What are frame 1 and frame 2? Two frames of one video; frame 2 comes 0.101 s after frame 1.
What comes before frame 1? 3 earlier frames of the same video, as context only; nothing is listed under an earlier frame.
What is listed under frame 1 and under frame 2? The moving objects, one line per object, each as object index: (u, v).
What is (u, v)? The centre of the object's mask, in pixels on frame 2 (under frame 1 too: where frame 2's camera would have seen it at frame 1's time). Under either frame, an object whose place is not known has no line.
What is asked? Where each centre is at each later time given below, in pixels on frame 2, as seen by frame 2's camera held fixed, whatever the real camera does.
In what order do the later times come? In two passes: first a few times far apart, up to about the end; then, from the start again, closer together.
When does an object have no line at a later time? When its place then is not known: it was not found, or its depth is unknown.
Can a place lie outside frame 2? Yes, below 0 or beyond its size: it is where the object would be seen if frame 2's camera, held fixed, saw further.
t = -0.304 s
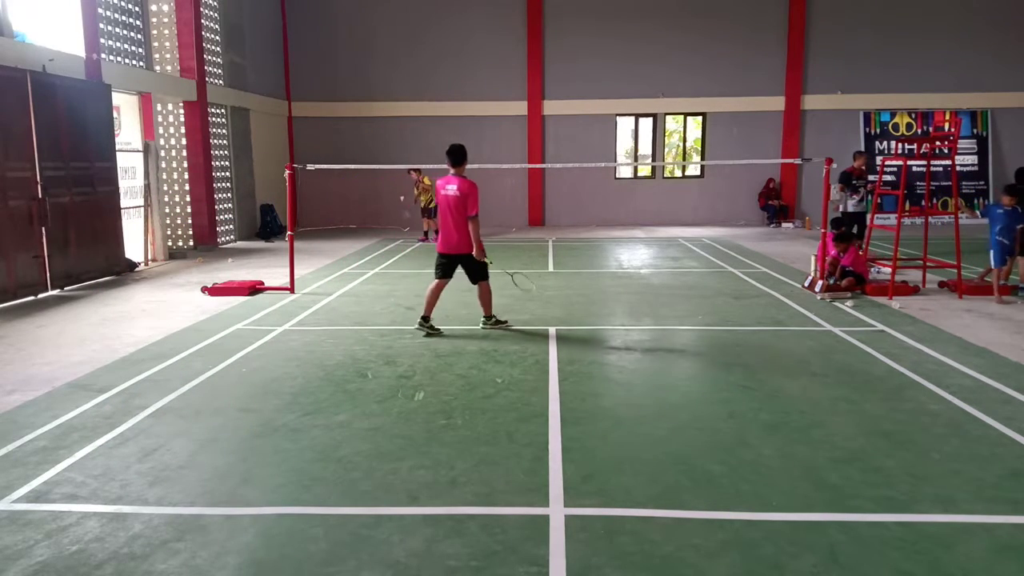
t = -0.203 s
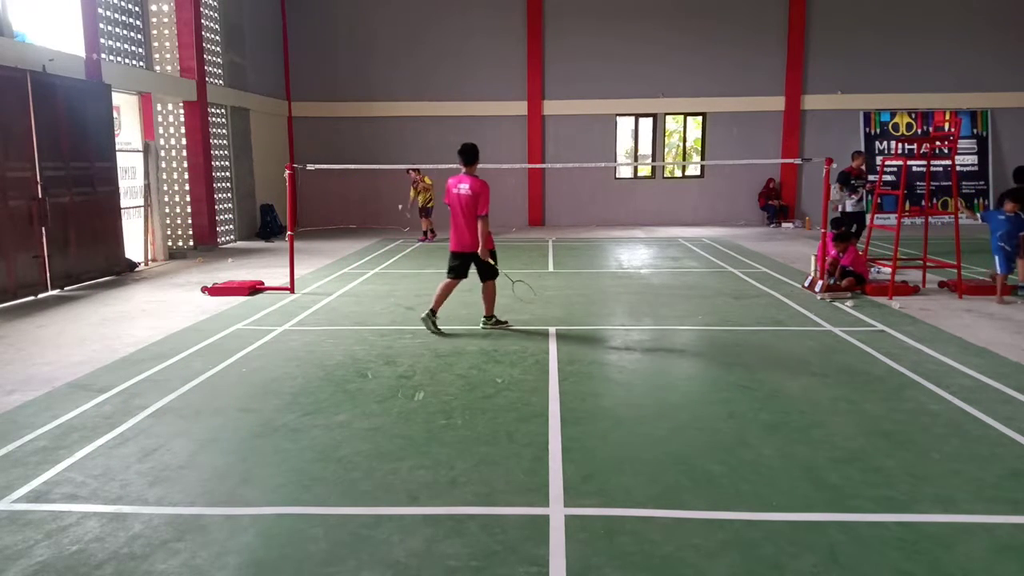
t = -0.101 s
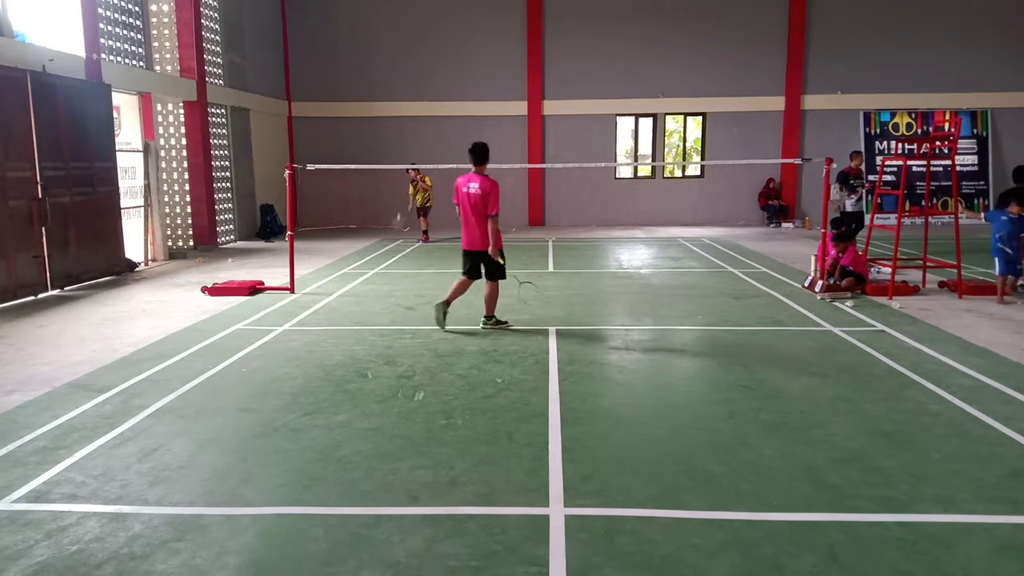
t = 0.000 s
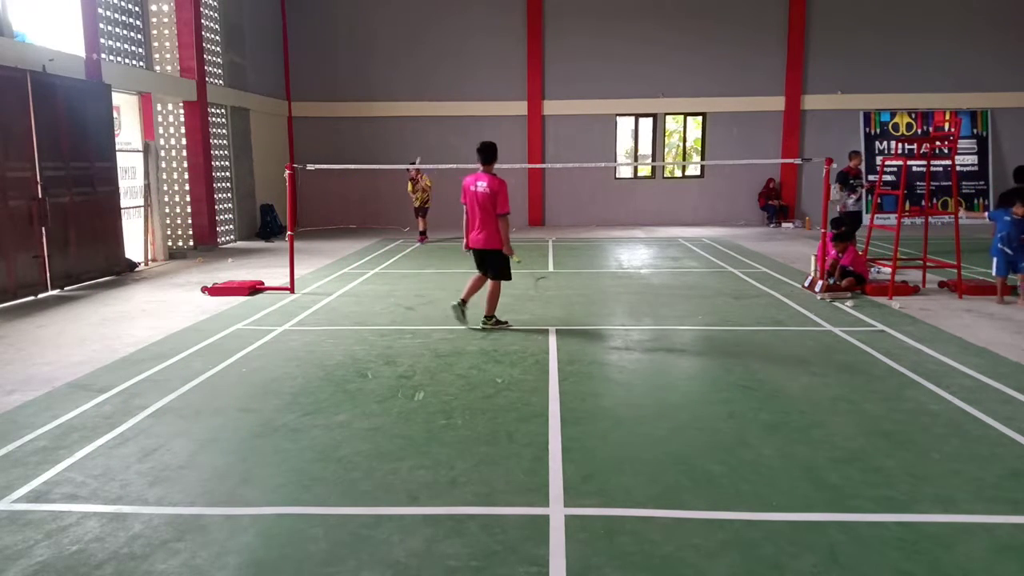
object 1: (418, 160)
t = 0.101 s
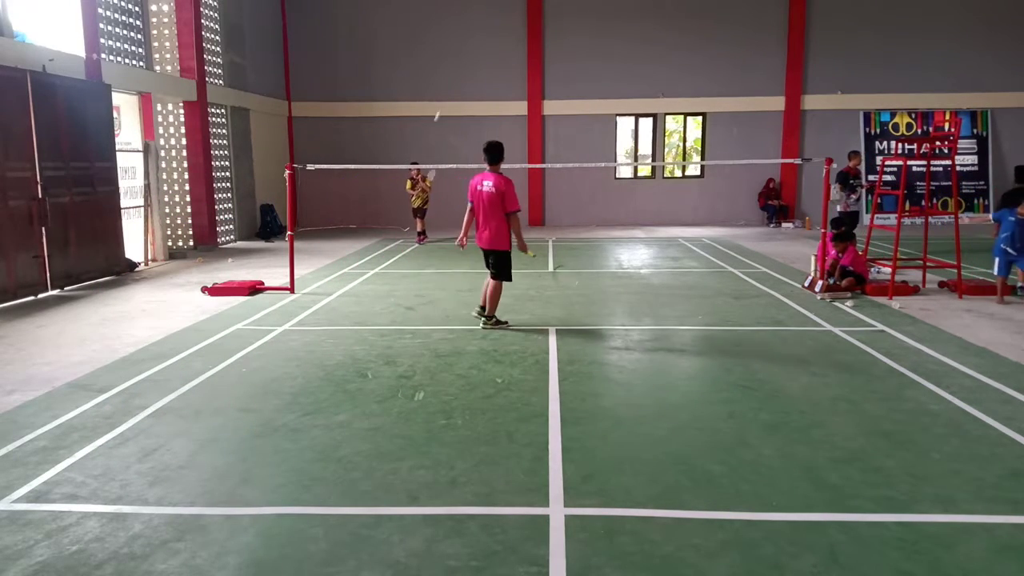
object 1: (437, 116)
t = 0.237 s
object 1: (461, 69)
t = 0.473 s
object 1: (500, 21)
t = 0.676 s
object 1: (531, 12)
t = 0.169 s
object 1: (449, 90)
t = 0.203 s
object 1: (455, 79)
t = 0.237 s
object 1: (461, 69)
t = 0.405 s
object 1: (489, 30)
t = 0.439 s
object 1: (494, 25)
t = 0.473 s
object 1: (500, 21)
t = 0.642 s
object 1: (526, 12)
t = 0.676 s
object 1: (531, 12)
